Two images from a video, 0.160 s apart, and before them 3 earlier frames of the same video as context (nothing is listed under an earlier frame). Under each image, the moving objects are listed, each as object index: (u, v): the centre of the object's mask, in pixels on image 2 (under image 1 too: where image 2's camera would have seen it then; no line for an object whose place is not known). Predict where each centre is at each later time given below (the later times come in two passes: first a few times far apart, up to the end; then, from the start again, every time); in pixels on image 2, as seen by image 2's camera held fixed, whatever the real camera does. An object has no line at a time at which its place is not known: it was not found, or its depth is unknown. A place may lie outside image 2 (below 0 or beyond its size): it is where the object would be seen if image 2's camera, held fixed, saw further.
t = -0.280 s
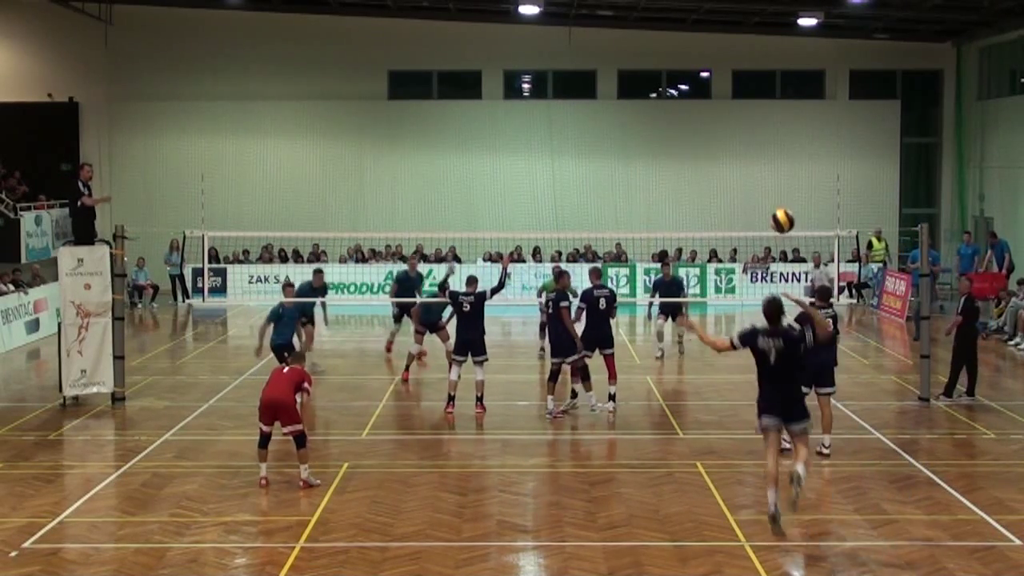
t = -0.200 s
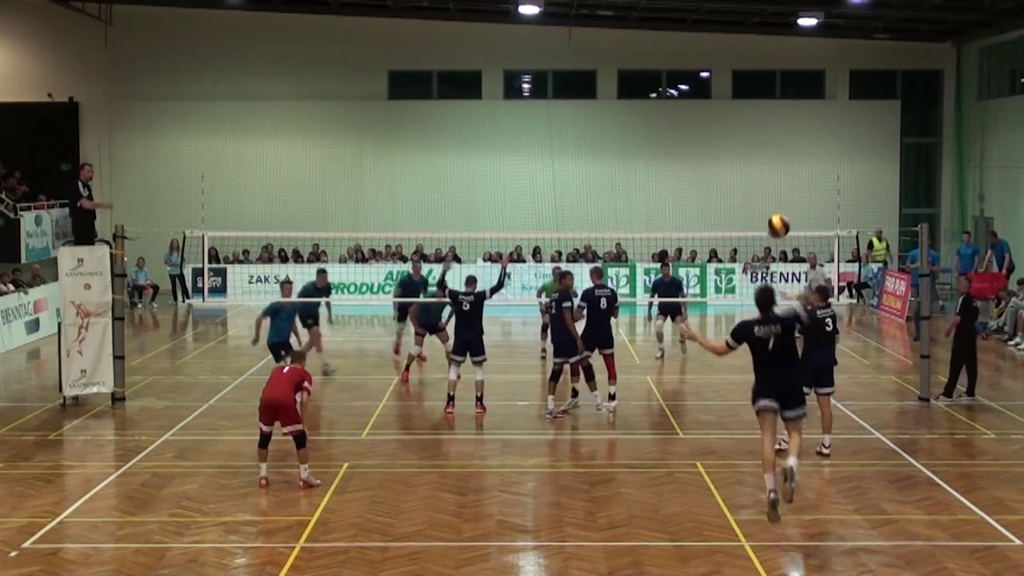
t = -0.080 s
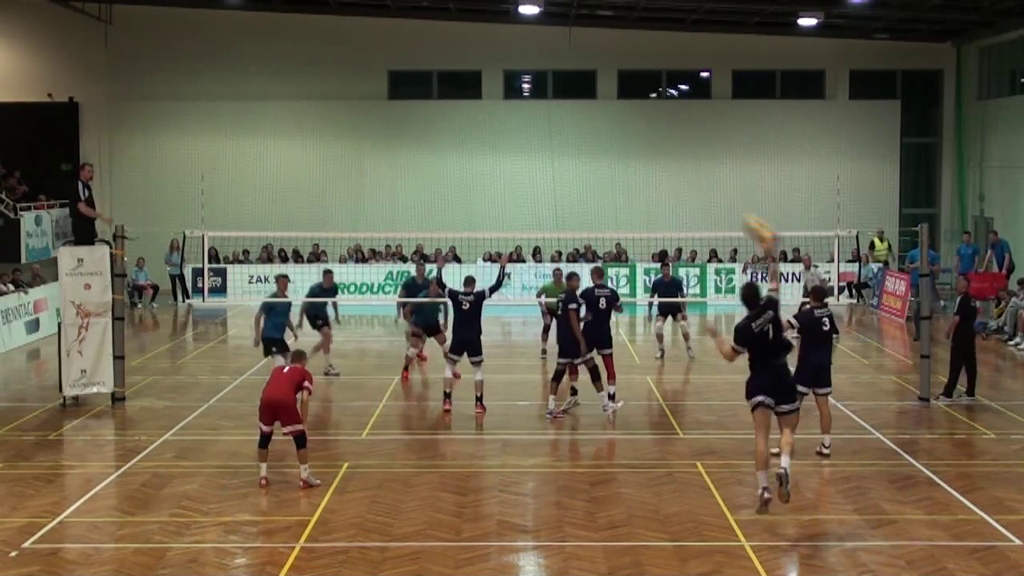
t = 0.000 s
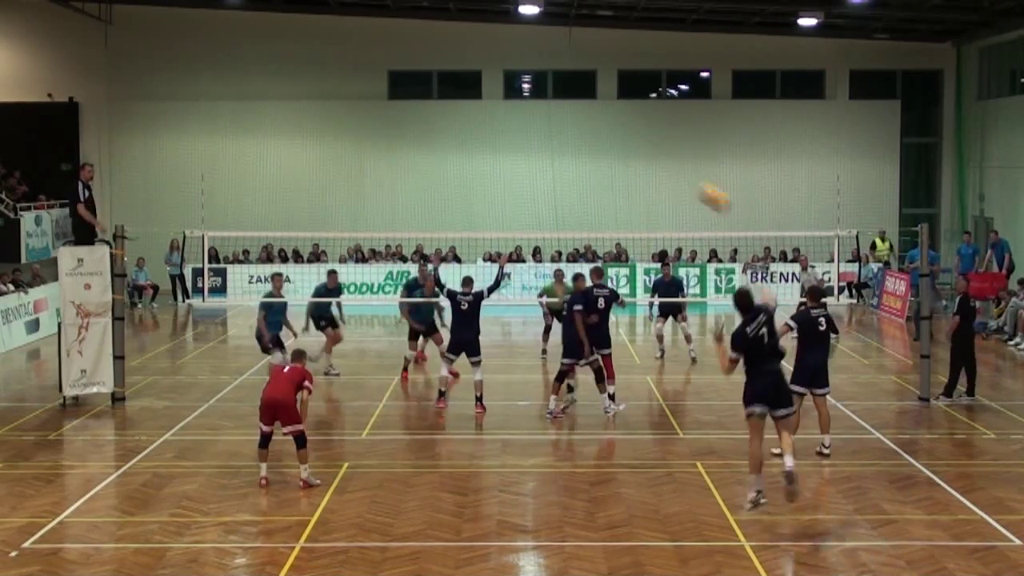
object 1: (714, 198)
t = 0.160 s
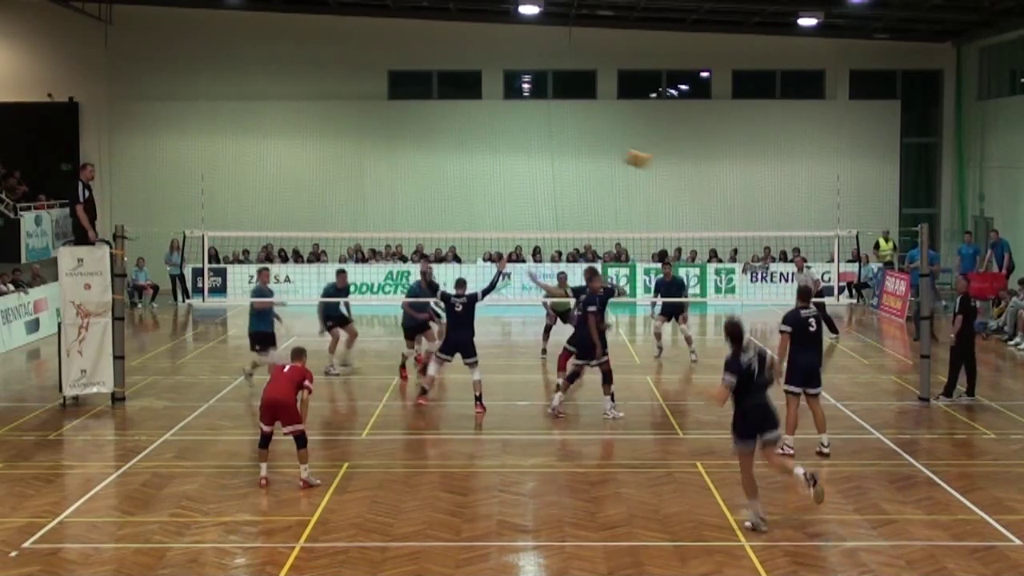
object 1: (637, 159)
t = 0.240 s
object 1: (604, 148)
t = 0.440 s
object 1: (546, 146)
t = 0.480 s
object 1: (536, 149)
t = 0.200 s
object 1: (619, 152)
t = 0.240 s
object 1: (604, 148)
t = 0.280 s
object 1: (591, 146)
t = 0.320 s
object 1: (578, 144)
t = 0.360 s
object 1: (568, 144)
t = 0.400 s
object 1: (556, 144)
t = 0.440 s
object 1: (546, 146)
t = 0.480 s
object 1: (536, 149)
